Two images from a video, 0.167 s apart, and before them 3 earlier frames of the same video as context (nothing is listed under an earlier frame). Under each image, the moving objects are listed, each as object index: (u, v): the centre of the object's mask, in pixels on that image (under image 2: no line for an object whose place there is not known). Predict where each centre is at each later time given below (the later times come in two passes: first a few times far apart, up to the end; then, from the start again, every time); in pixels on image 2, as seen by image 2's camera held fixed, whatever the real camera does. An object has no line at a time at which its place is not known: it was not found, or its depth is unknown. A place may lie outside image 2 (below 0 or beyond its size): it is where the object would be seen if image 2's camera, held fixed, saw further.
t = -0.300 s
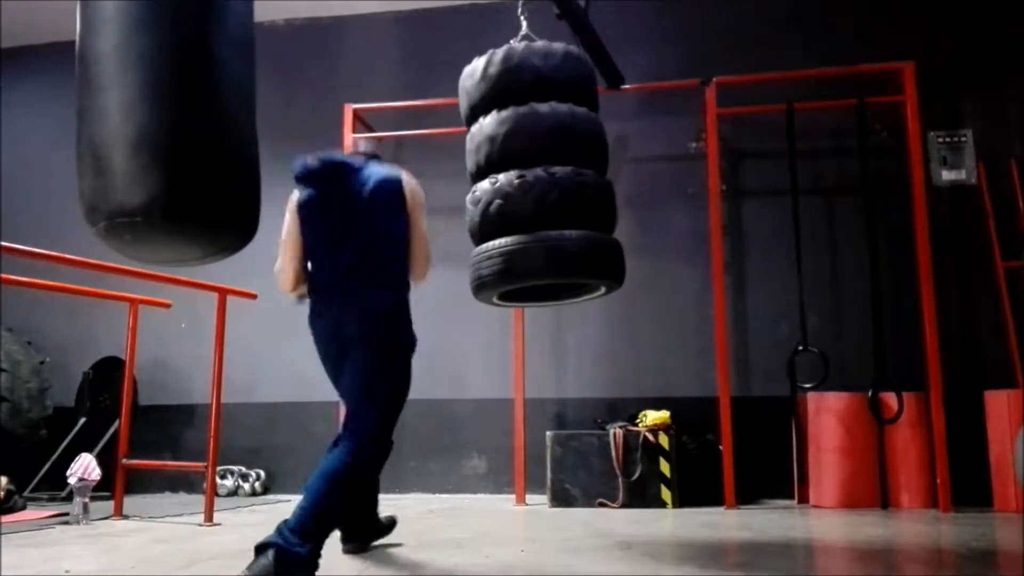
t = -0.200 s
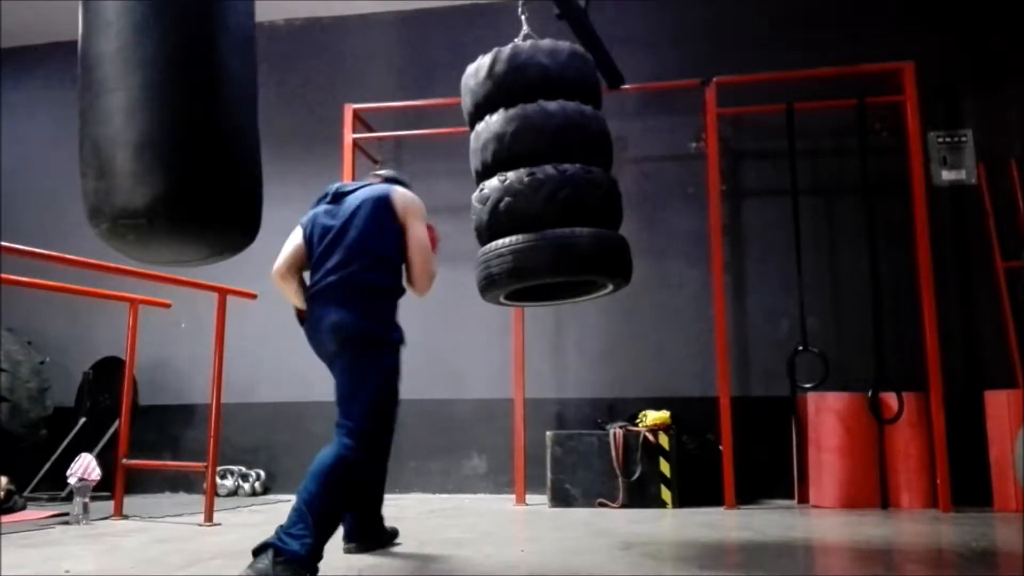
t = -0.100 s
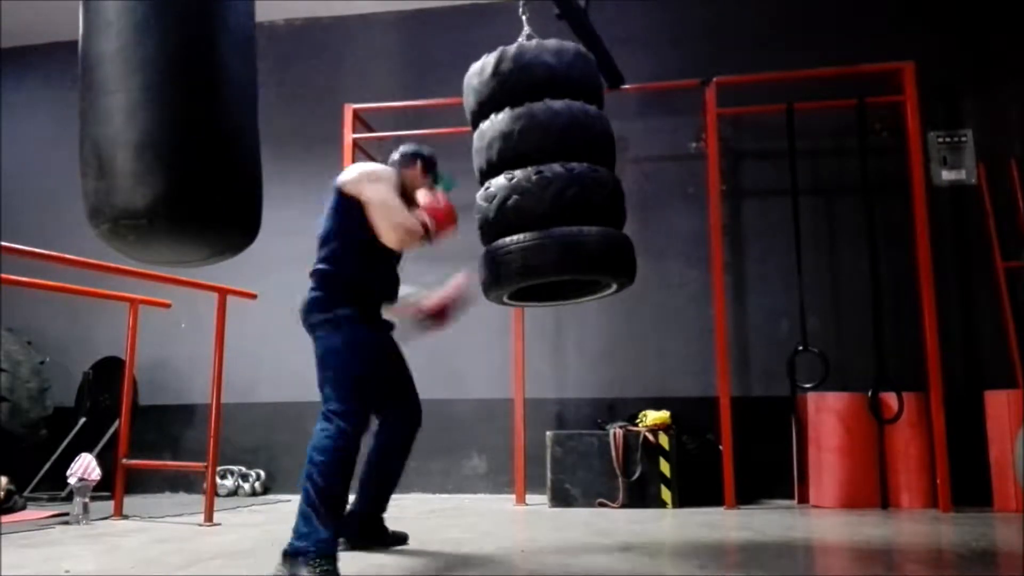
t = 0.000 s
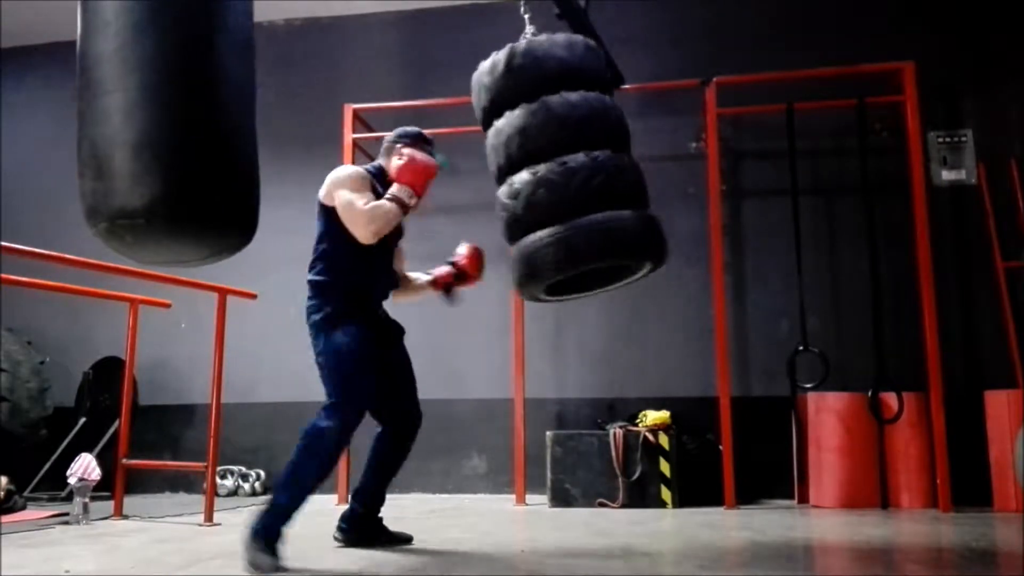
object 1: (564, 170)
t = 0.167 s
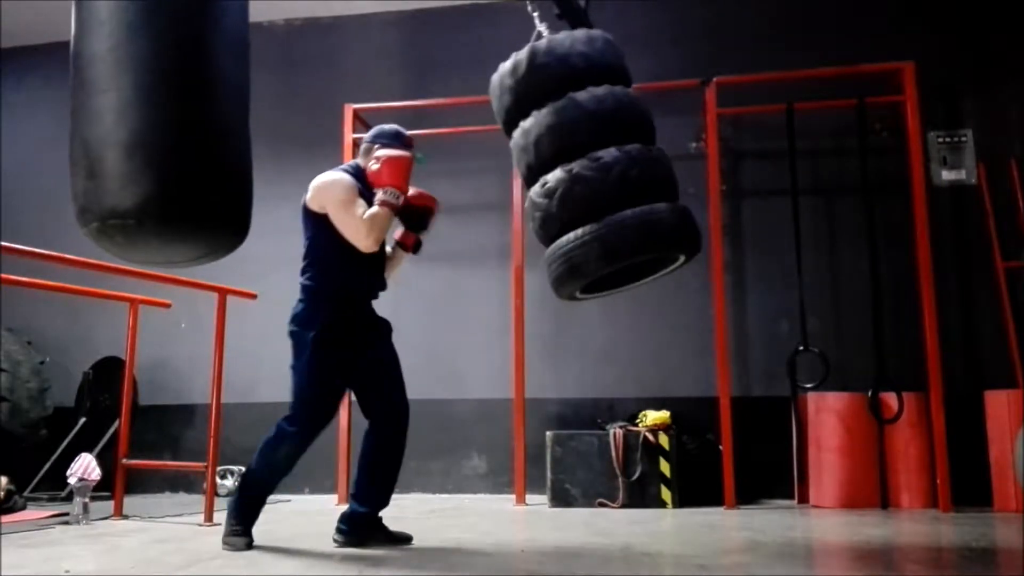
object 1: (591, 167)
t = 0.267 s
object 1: (599, 162)
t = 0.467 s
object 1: (591, 167)
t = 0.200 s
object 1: (595, 164)
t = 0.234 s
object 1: (597, 163)
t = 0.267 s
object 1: (599, 162)
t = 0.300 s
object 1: (600, 164)
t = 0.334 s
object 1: (600, 165)
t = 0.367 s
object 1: (599, 166)
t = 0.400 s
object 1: (598, 167)
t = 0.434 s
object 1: (594, 167)
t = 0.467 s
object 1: (591, 167)
